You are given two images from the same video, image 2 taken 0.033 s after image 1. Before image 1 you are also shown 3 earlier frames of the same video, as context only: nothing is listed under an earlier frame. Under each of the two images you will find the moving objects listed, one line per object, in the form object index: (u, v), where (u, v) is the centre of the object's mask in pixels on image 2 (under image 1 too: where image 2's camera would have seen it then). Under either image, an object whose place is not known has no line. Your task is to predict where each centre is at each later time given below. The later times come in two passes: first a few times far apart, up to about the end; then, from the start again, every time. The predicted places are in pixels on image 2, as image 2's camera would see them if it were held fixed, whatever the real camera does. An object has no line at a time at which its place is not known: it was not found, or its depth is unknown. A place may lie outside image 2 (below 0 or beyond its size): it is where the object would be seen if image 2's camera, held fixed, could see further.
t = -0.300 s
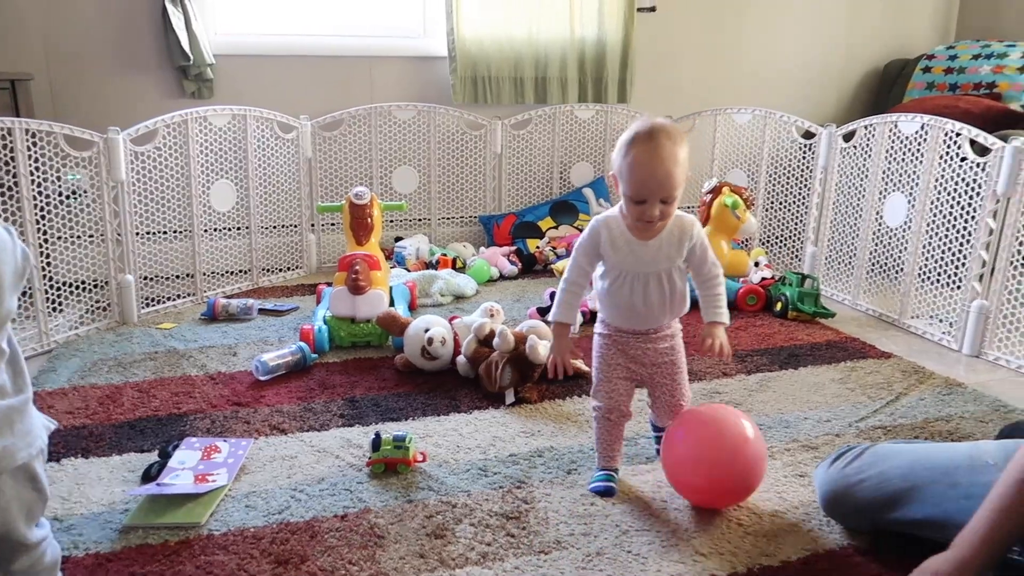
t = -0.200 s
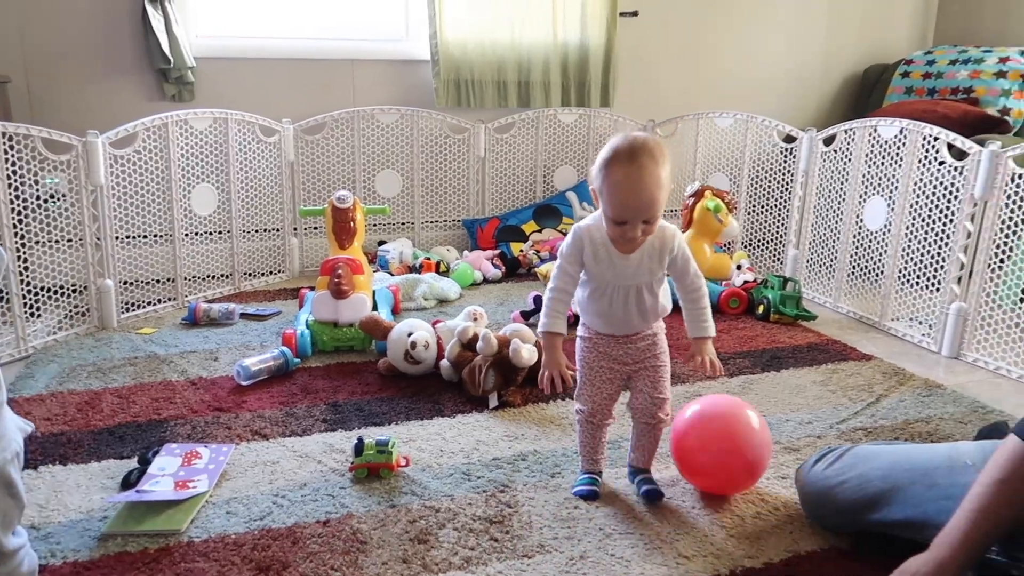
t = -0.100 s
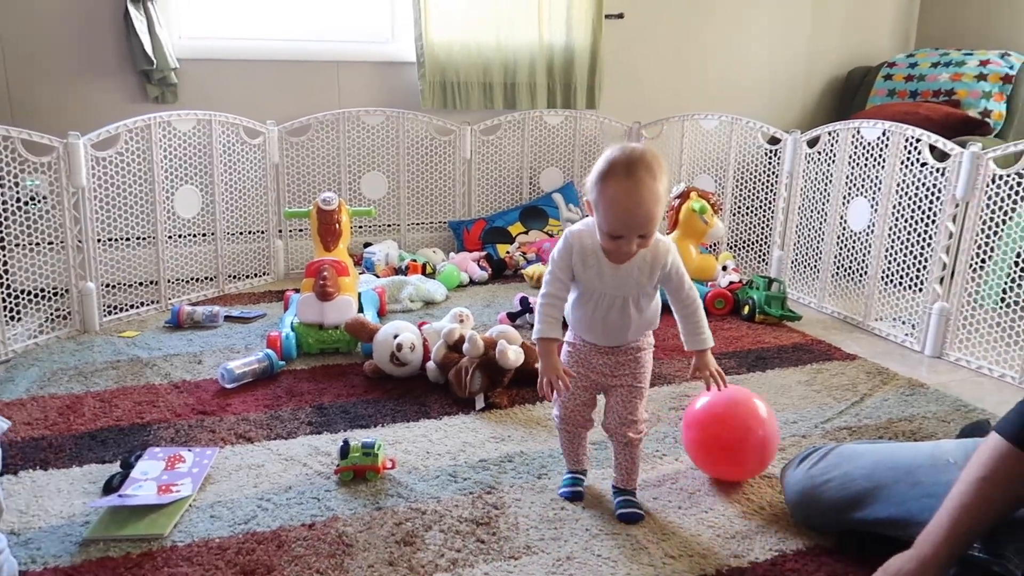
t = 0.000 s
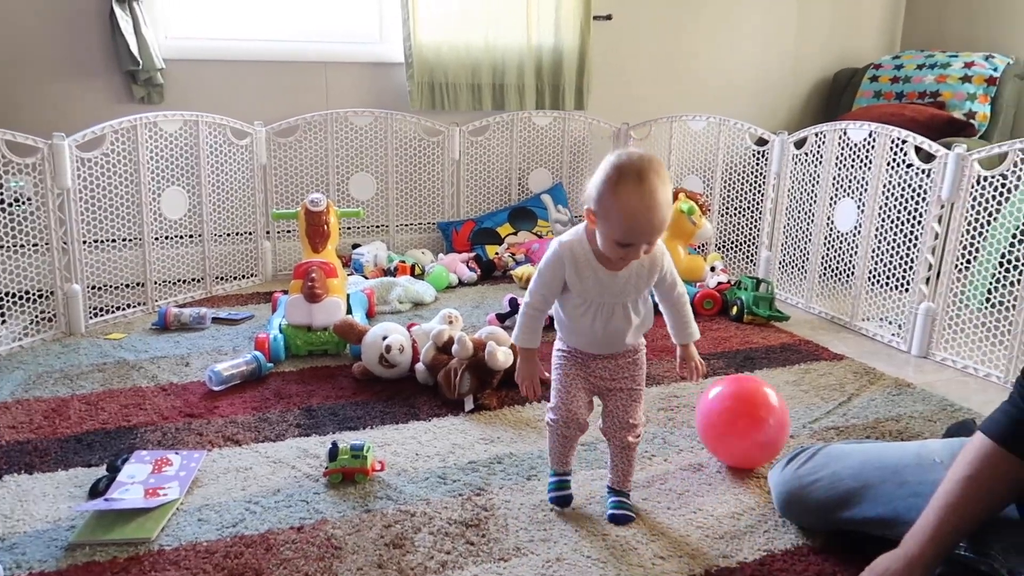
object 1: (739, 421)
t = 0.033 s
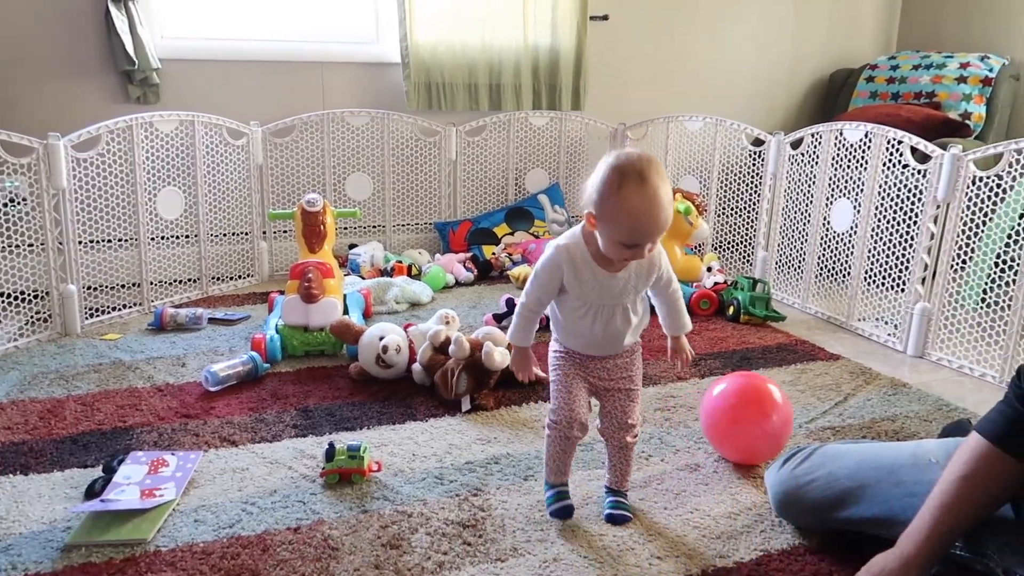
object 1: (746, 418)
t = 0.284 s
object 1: (802, 399)
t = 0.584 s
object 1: (845, 383)
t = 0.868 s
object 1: (875, 374)
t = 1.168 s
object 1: (909, 368)
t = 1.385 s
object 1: (932, 361)
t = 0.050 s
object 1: (750, 416)
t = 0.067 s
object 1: (754, 414)
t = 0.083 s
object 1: (758, 412)
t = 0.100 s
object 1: (762, 410)
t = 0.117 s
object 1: (765, 409)
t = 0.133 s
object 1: (769, 407)
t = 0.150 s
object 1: (774, 406)
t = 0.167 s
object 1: (777, 405)
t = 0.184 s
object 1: (781, 405)
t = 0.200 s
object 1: (785, 403)
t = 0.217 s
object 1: (788, 402)
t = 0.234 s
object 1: (792, 401)
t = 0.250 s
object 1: (795, 400)
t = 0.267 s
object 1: (799, 400)
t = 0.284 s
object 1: (802, 399)
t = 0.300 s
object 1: (805, 397)
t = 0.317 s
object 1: (808, 396)
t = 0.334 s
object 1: (811, 395)
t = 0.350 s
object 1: (814, 394)
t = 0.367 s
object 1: (817, 393)
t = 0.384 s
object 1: (819, 392)
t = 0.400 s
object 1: (822, 390)
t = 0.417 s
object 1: (825, 389)
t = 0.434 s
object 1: (827, 388)
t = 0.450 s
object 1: (829, 388)
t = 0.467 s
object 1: (831, 387)
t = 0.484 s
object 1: (834, 387)
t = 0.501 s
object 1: (836, 386)
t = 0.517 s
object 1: (838, 385)
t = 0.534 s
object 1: (840, 385)
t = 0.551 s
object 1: (842, 384)
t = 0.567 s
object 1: (843, 384)
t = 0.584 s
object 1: (845, 383)
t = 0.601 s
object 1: (847, 382)
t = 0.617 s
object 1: (849, 382)
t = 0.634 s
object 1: (851, 381)
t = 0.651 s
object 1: (853, 381)
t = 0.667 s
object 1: (855, 380)
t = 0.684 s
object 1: (857, 379)
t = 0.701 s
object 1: (859, 378)
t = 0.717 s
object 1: (861, 378)
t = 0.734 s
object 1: (862, 378)
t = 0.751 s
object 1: (864, 377)
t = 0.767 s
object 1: (866, 377)
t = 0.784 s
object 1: (867, 376)
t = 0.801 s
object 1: (869, 376)
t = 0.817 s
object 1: (871, 376)
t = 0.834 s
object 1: (872, 375)
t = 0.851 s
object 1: (874, 375)
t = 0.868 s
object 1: (875, 374)
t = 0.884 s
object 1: (877, 374)
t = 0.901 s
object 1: (878, 374)
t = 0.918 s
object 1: (880, 374)
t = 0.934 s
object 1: (881, 374)
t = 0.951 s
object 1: (884, 373)
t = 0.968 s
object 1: (885, 373)
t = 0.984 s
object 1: (887, 373)
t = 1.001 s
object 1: (889, 372)
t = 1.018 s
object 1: (891, 372)
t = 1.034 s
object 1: (893, 371)
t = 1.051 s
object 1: (895, 371)
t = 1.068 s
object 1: (897, 370)
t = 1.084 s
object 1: (899, 370)
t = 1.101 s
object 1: (901, 370)
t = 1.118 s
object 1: (903, 369)
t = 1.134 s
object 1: (905, 369)
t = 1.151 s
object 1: (907, 368)
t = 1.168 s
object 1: (909, 368)
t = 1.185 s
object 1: (911, 368)
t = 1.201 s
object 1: (913, 367)
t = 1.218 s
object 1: (915, 366)
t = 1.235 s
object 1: (917, 366)
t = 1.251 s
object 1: (919, 365)
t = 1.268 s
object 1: (921, 364)
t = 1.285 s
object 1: (923, 364)
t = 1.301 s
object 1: (924, 363)
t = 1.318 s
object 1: (926, 362)
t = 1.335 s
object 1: (928, 362)
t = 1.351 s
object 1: (929, 361)
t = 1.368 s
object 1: (930, 361)
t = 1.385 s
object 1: (932, 361)
